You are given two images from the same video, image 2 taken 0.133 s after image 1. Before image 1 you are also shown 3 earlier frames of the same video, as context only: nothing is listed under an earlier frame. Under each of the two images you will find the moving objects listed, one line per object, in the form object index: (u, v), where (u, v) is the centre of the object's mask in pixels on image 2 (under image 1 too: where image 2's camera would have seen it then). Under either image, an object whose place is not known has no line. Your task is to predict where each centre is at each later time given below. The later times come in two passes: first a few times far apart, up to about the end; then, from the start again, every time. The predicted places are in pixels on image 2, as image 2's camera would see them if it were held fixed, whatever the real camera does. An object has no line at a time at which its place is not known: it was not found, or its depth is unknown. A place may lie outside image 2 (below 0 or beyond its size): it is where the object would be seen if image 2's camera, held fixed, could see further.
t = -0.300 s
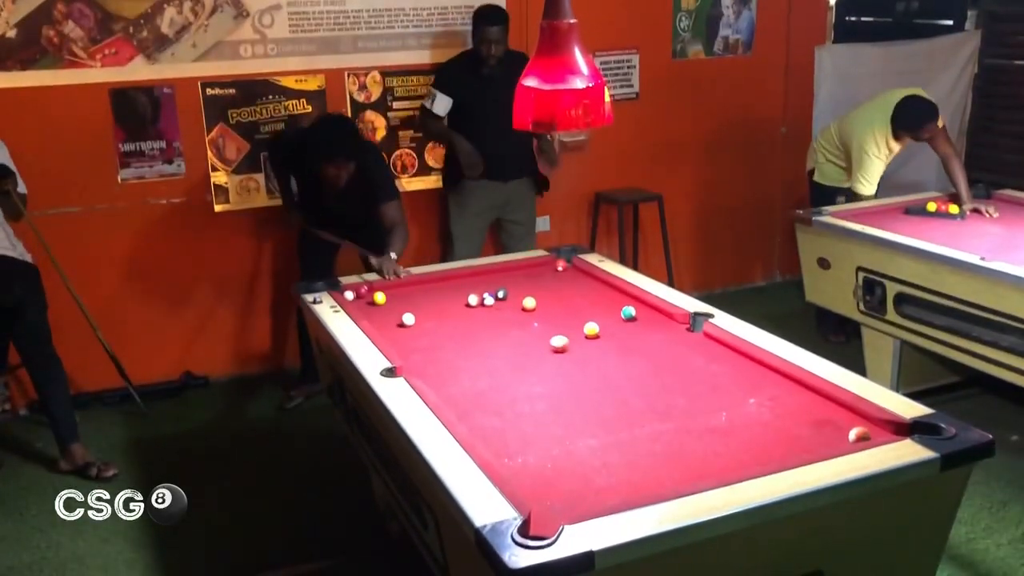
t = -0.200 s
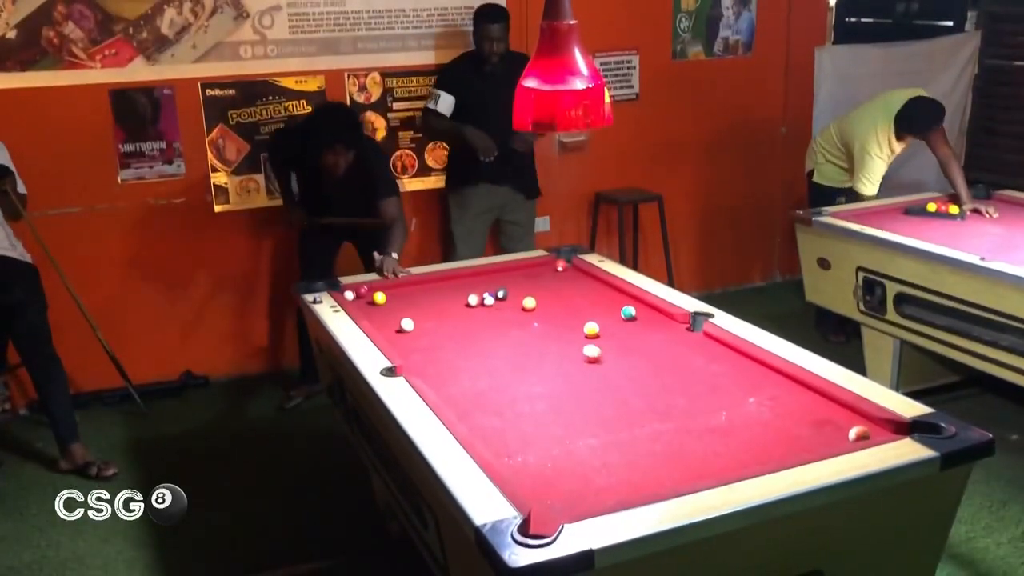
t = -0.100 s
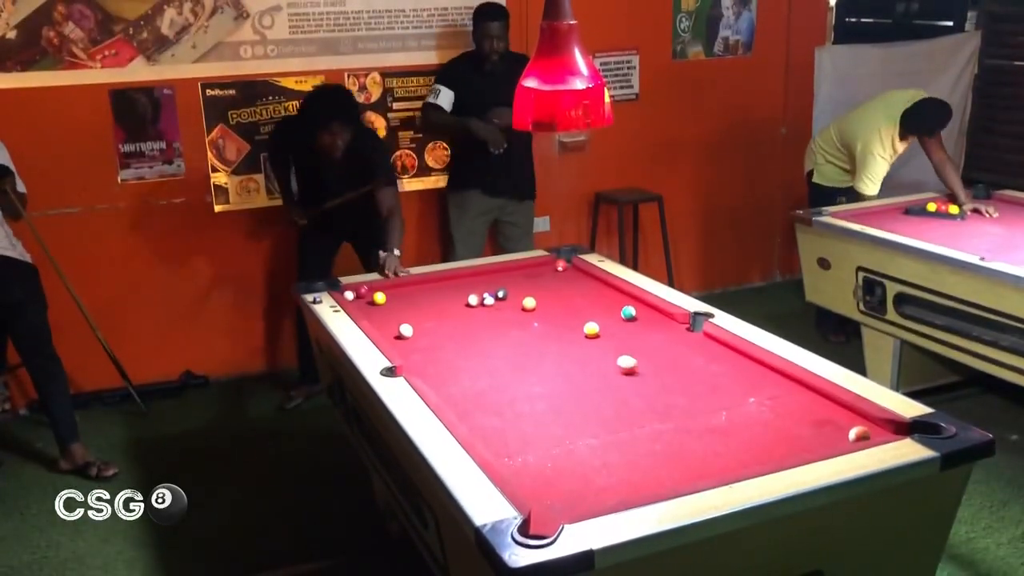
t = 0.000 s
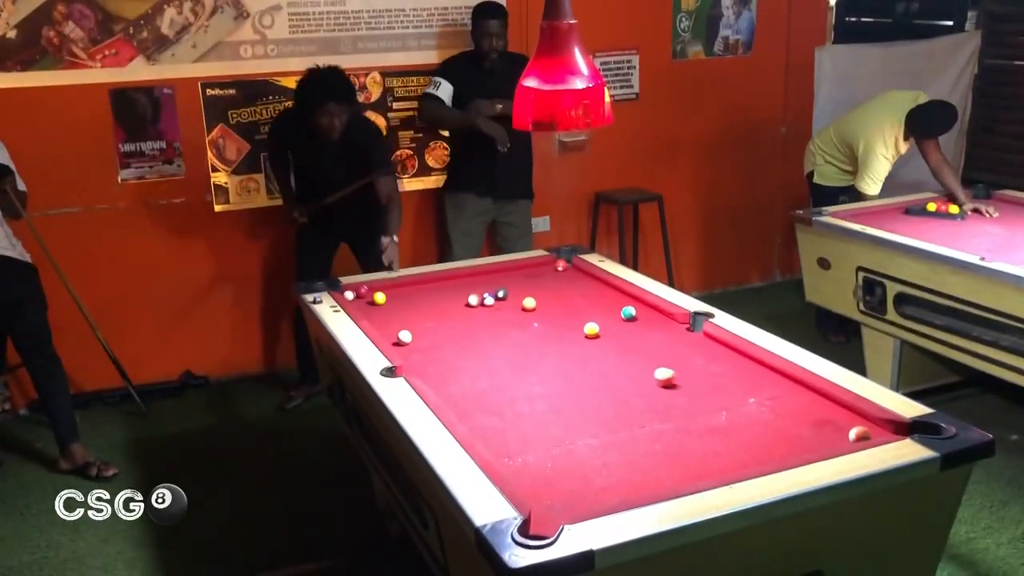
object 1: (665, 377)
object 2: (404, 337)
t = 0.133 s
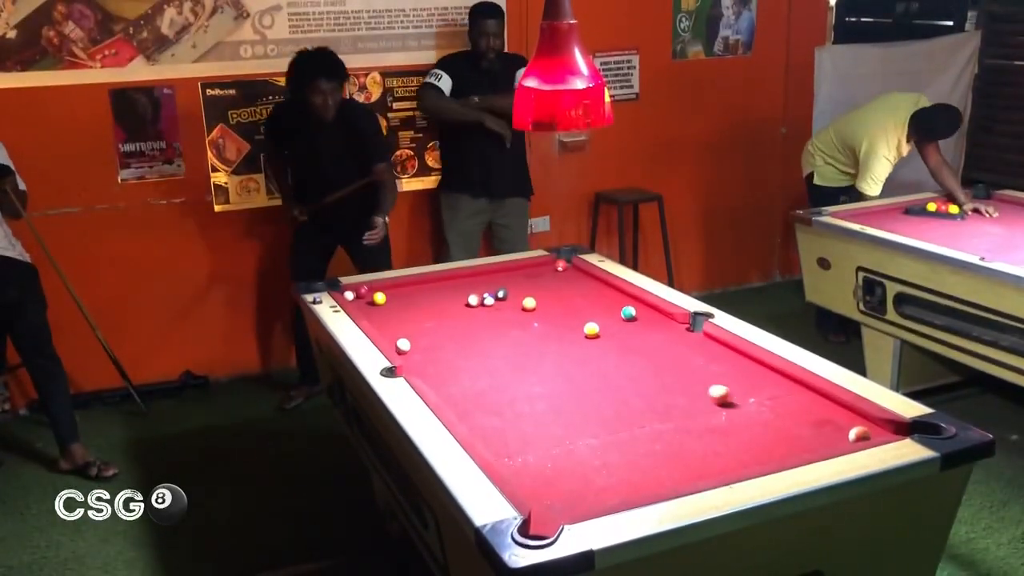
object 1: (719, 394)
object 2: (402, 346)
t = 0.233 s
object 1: (764, 409)
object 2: (403, 351)
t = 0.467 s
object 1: (839, 435)
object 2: (418, 362)
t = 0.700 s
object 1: (835, 436)
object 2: (433, 373)
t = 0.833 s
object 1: (827, 432)
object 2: (442, 379)
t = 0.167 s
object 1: (734, 399)
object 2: (402, 347)
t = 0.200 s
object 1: (749, 404)
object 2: (402, 350)
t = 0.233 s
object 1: (764, 409)
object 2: (403, 351)
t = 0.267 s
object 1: (780, 414)
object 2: (405, 353)
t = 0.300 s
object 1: (795, 418)
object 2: (407, 354)
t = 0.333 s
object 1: (811, 424)
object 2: (409, 356)
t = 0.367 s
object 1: (829, 429)
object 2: (411, 358)
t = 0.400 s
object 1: (838, 433)
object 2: (413, 359)
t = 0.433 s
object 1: (838, 434)
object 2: (416, 360)
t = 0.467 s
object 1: (839, 435)
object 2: (418, 362)
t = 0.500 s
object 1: (840, 435)
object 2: (421, 361)
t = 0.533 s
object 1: (843, 437)
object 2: (423, 363)
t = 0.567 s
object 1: (843, 437)
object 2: (424, 367)
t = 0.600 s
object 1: (841, 437)
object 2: (427, 367)
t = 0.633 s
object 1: (840, 436)
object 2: (429, 370)
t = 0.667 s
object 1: (837, 436)
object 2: (431, 371)
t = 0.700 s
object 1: (835, 436)
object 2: (433, 373)
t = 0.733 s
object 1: (833, 435)
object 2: (436, 374)
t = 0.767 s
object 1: (831, 434)
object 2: (438, 376)
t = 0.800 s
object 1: (829, 434)
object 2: (440, 377)
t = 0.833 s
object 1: (827, 432)
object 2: (442, 379)
